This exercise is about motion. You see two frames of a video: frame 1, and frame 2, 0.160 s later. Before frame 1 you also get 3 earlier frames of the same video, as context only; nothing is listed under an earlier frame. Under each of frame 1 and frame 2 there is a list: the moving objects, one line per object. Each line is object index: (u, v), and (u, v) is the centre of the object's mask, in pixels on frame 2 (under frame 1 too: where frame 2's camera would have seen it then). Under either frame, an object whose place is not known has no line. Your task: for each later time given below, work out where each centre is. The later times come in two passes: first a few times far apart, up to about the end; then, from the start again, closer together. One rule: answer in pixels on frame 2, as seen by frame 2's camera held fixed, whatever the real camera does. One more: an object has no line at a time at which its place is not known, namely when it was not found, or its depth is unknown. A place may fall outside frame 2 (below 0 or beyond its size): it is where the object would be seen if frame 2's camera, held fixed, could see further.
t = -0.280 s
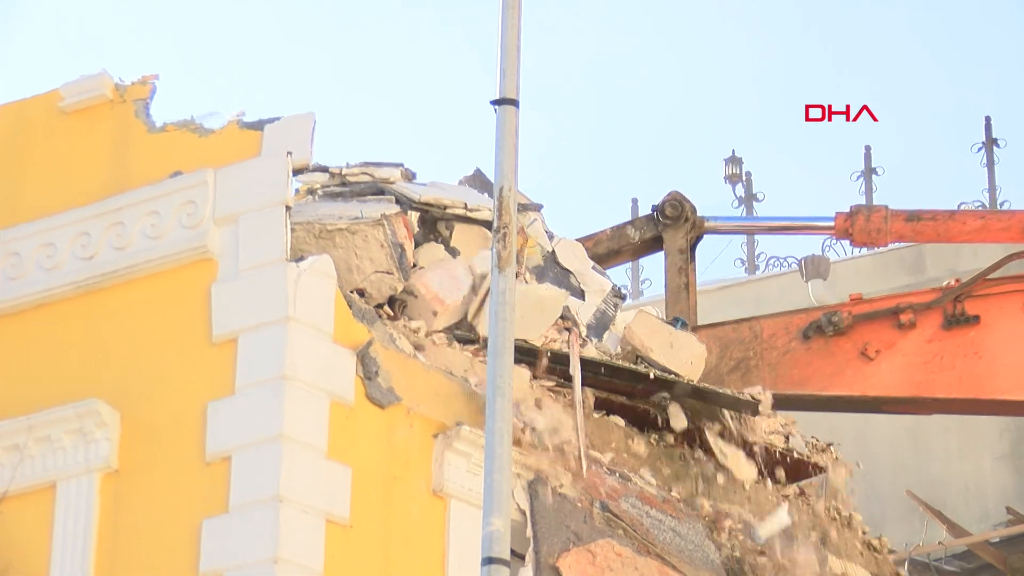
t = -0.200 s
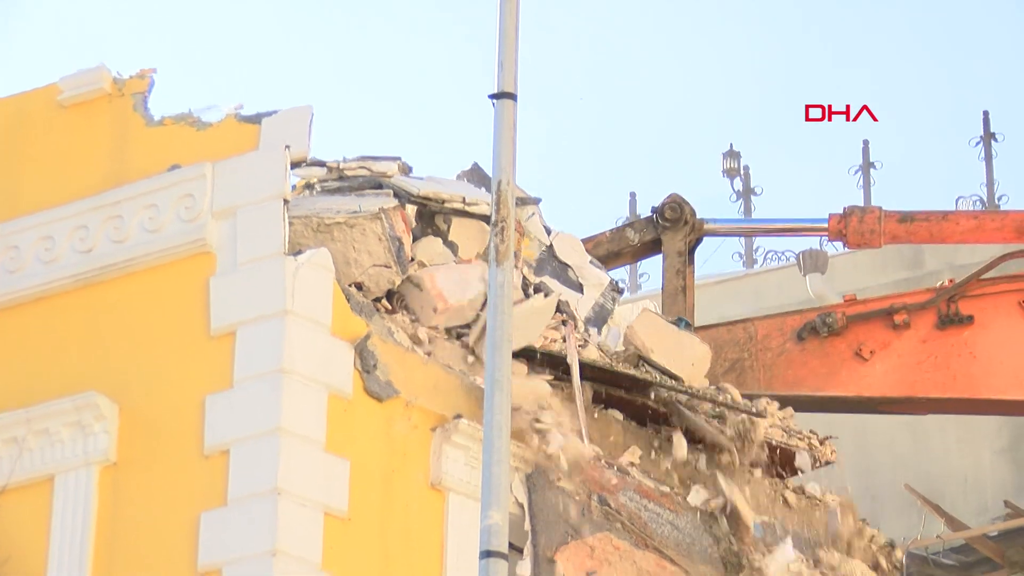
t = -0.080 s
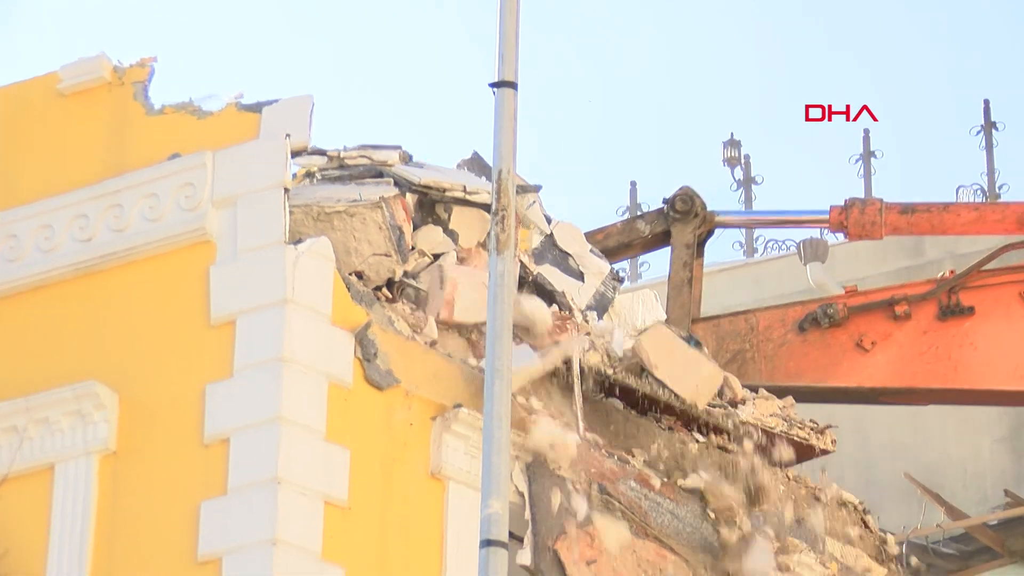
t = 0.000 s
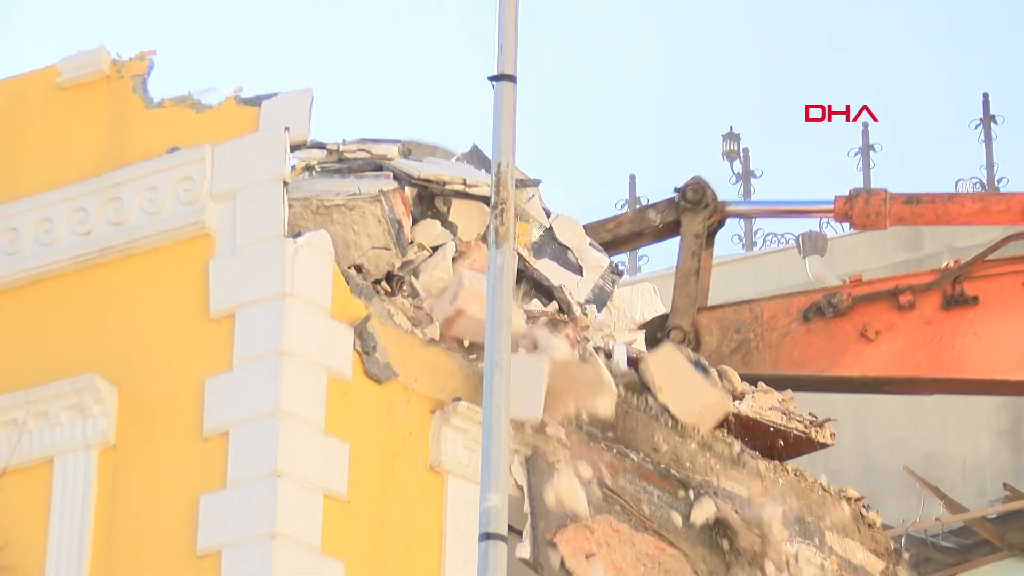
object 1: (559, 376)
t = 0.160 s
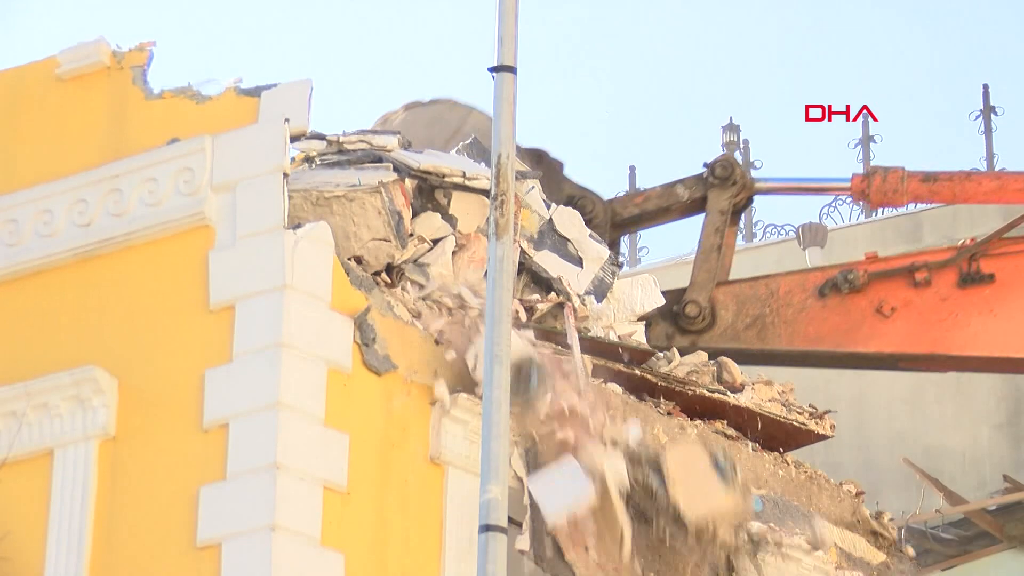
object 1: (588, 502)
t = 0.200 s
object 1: (591, 531)
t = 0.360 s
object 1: (620, 559)
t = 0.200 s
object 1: (591, 531)
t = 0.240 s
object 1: (604, 555)
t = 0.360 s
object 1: (620, 559)
